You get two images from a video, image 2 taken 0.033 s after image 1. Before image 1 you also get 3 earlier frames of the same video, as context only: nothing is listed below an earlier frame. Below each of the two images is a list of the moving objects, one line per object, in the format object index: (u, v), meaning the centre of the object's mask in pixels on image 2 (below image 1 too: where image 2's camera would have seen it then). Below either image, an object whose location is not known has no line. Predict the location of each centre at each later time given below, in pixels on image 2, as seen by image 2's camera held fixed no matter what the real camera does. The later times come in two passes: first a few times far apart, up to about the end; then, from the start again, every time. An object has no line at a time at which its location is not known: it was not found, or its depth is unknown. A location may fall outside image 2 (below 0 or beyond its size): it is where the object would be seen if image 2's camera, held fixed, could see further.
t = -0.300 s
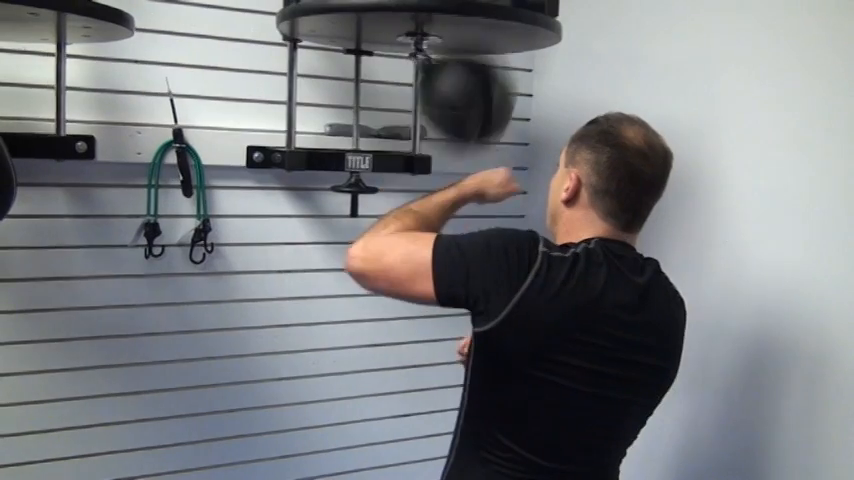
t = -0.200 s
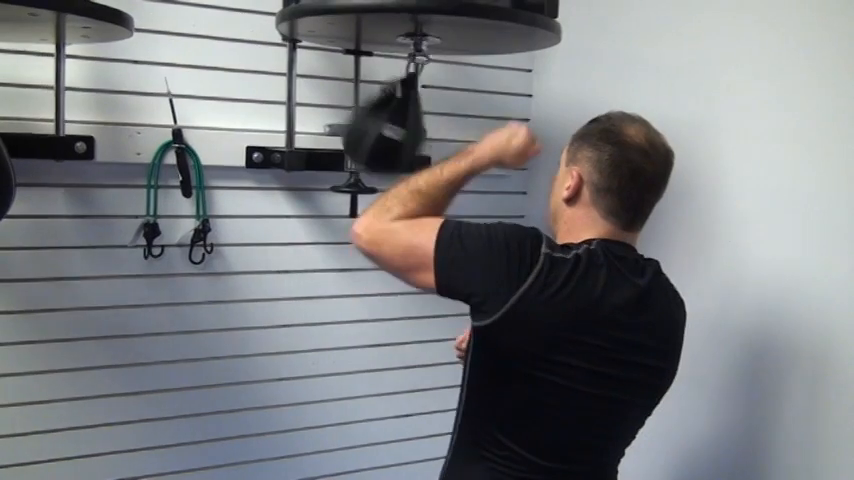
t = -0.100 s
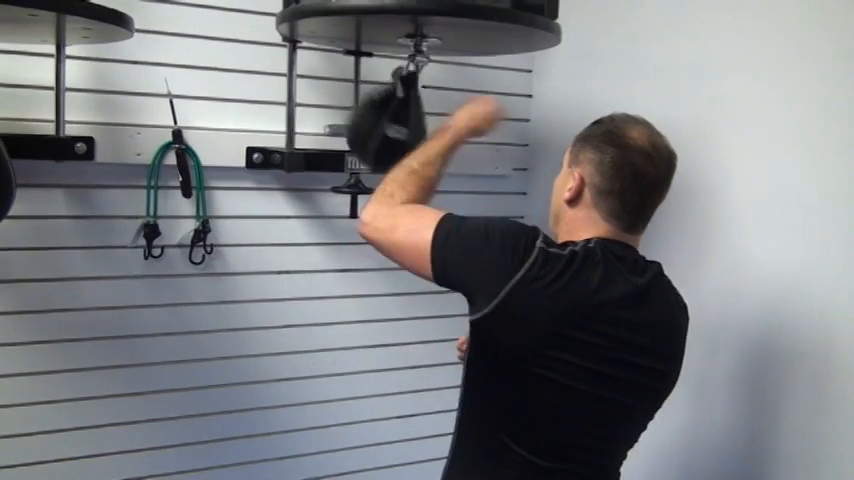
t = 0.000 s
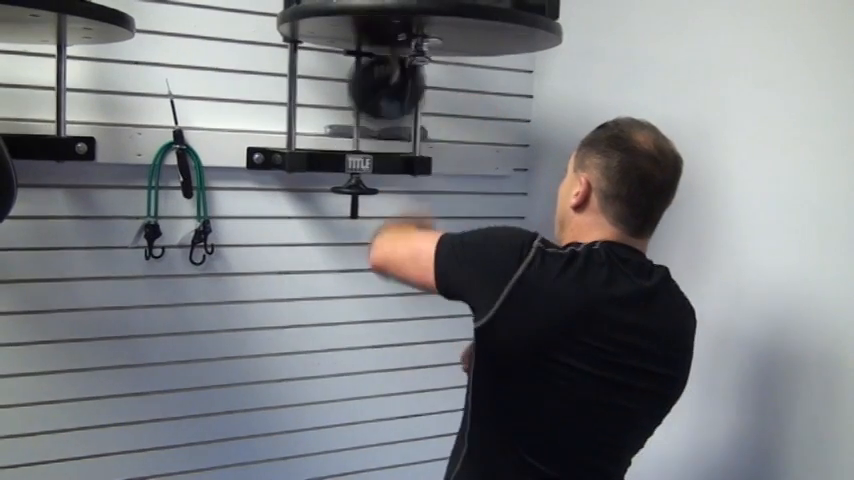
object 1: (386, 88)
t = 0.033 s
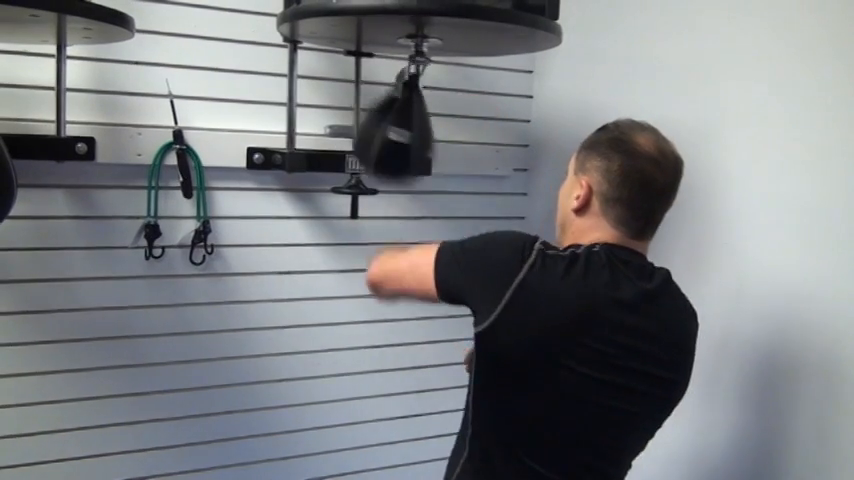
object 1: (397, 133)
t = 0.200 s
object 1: (424, 146)
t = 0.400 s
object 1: (410, 145)
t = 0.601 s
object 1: (436, 122)
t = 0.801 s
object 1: (396, 106)
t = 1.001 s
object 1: (416, 148)
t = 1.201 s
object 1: (432, 74)
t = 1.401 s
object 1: (412, 148)
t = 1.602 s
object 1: (409, 90)
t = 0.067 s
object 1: (415, 148)
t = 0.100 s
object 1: (439, 121)
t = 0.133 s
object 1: (457, 72)
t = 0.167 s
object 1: (443, 122)
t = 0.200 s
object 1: (424, 146)
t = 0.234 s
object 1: (407, 144)
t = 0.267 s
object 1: (395, 123)
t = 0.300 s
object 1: (388, 93)
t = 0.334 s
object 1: (389, 104)
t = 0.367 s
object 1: (399, 130)
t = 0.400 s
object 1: (410, 145)
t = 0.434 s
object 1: (423, 148)
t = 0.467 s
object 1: (434, 137)
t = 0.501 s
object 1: (447, 111)
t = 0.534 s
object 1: (453, 74)
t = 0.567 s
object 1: (447, 92)
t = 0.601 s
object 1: (436, 122)
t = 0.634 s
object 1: (423, 139)
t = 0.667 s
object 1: (413, 147)
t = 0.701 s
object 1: (405, 146)
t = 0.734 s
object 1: (400, 136)
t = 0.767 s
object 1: (397, 120)
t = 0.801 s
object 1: (396, 106)
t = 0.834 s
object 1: (396, 90)
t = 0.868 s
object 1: (398, 101)
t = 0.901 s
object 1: (401, 117)
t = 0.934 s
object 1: (406, 131)
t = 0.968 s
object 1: (411, 142)
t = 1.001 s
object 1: (416, 148)
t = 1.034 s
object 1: (421, 147)
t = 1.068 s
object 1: (426, 139)
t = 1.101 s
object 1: (429, 125)
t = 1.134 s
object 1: (431, 105)
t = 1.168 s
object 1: (432, 82)
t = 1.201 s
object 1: (432, 74)
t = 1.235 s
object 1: (429, 91)
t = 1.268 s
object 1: (426, 112)
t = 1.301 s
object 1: (422, 130)
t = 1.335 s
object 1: (418, 141)
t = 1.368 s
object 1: (414, 148)
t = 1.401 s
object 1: (412, 148)
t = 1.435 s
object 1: (410, 142)
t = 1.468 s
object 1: (409, 133)
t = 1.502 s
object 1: (408, 123)
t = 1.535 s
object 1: (408, 111)
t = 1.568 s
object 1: (408, 101)
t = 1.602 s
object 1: (409, 90)
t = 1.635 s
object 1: (409, 92)
